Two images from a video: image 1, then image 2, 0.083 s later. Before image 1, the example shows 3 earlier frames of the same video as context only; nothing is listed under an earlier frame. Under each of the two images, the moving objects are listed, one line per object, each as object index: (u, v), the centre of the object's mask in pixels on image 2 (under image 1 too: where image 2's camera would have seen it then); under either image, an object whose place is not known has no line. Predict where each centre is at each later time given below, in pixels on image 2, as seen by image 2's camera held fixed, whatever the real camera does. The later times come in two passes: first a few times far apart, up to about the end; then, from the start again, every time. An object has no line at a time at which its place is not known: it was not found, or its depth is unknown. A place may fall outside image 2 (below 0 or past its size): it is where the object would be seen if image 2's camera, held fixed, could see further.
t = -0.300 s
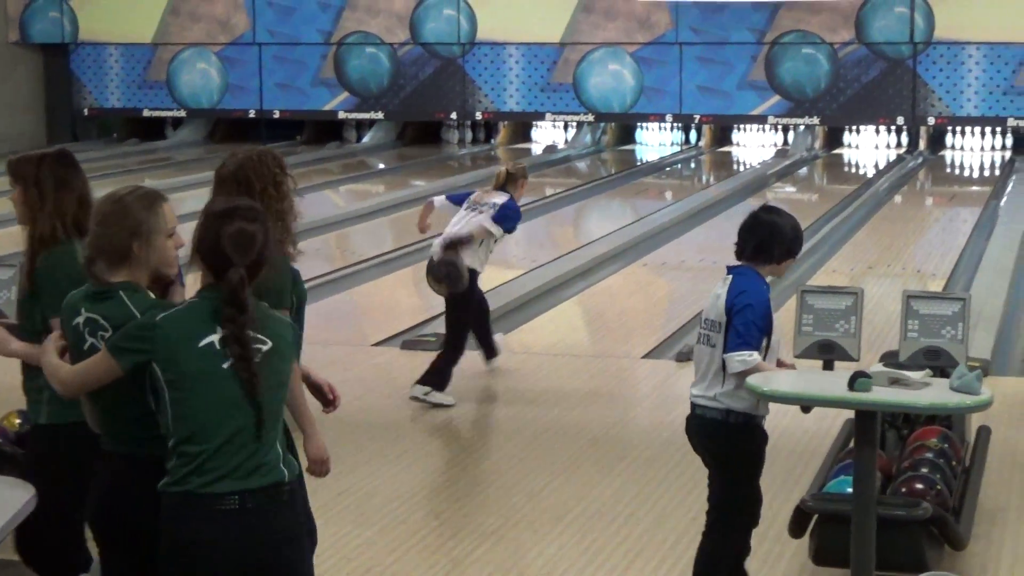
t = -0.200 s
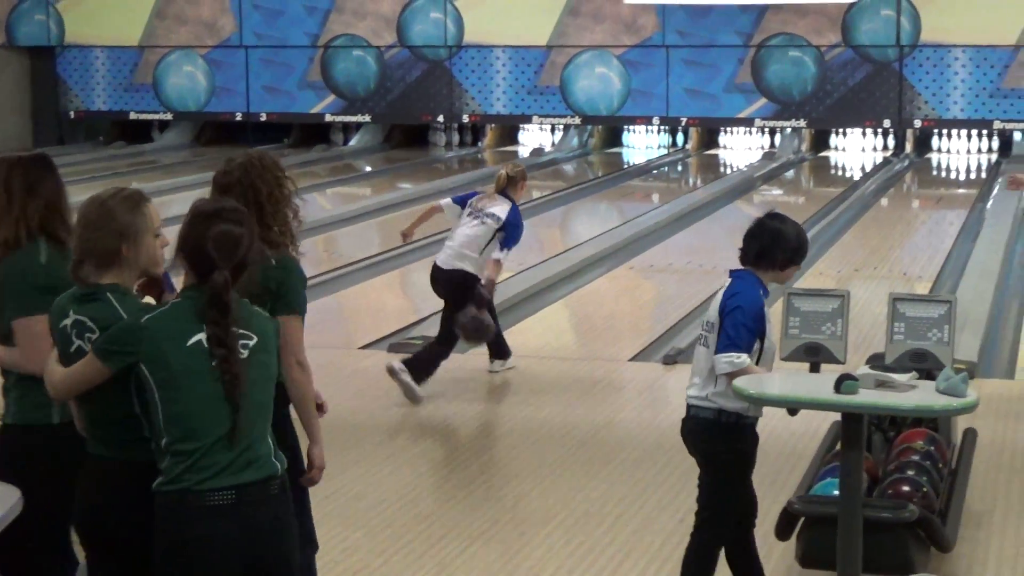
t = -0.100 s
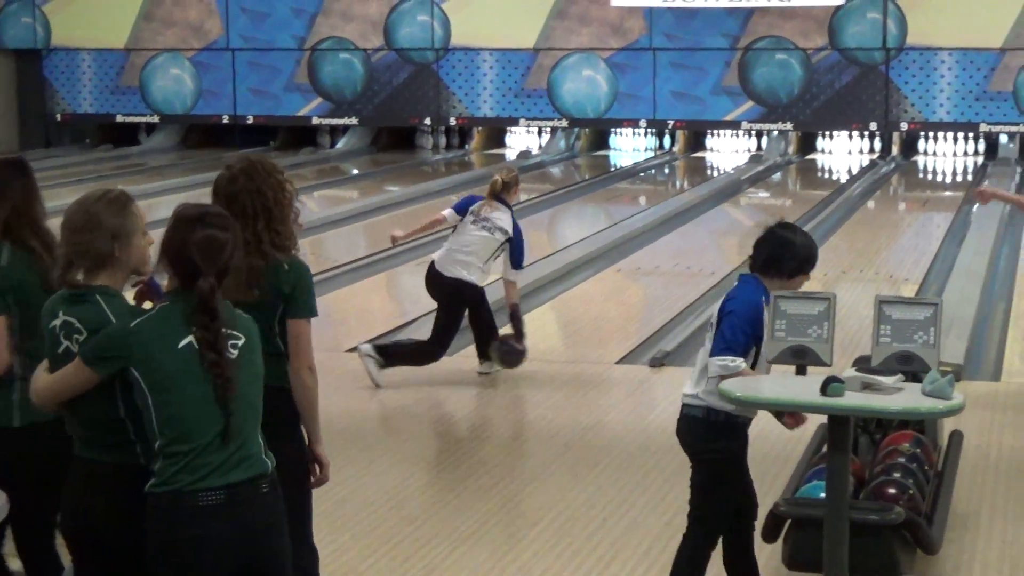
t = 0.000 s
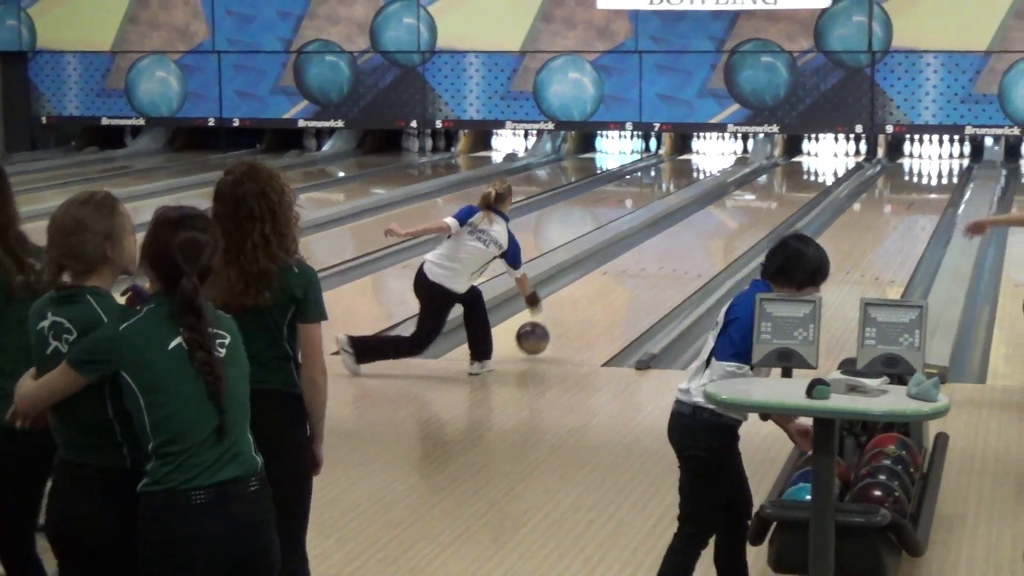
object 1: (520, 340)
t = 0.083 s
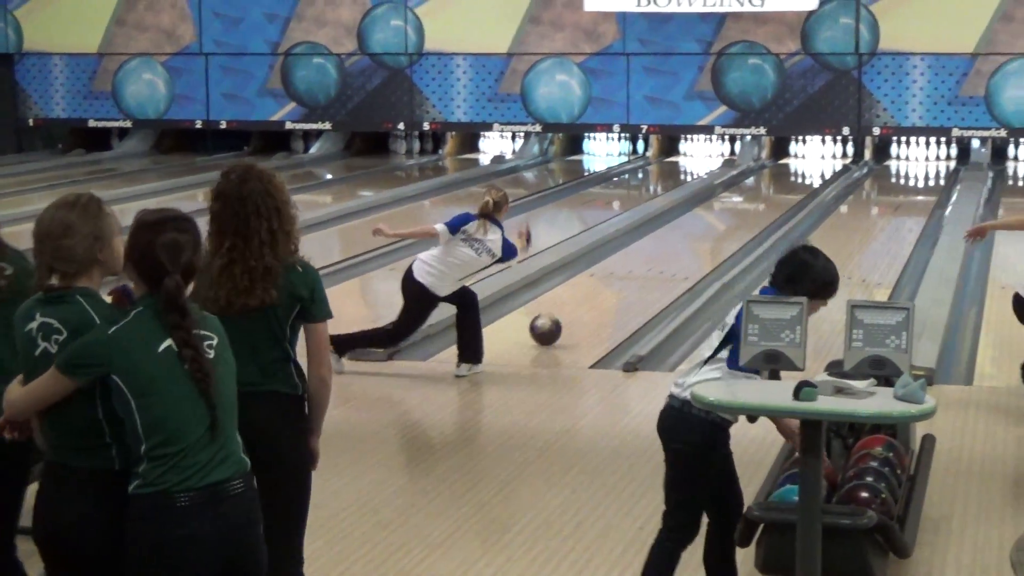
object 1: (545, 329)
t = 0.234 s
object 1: (585, 308)
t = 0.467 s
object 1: (636, 278)
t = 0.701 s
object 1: (676, 254)
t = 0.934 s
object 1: (710, 235)
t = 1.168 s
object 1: (737, 218)
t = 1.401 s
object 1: (760, 205)
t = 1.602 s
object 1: (777, 194)
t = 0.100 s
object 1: (550, 328)
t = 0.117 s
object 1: (555, 326)
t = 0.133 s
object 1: (559, 323)
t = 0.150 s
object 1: (564, 320)
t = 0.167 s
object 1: (568, 318)
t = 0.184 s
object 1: (573, 315)
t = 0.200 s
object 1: (577, 313)
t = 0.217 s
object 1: (581, 310)
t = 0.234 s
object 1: (585, 308)
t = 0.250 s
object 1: (589, 306)
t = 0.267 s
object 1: (593, 303)
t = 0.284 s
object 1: (597, 301)
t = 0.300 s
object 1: (601, 299)
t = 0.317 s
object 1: (605, 296)
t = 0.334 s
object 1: (609, 294)
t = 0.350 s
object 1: (612, 292)
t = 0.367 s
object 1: (616, 290)
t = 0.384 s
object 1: (619, 288)
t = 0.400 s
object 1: (622, 286)
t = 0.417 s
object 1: (626, 284)
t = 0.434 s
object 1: (629, 282)
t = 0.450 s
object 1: (632, 280)
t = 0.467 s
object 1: (636, 278)
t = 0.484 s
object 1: (639, 276)
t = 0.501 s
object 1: (642, 274)
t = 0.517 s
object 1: (645, 272)
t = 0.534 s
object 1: (648, 270)
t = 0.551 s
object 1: (651, 269)
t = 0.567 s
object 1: (654, 267)
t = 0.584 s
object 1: (657, 265)
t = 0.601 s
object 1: (660, 263)
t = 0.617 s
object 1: (663, 262)
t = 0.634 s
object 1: (666, 260)
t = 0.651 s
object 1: (668, 259)
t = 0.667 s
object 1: (671, 257)
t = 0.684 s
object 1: (674, 256)
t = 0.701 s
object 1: (676, 254)
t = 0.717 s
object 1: (679, 252)
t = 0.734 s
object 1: (682, 251)
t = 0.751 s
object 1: (684, 250)
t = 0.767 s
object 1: (686, 249)
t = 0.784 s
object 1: (689, 247)
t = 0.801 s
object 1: (691, 245)
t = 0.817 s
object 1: (694, 244)
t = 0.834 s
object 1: (696, 243)
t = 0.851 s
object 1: (699, 241)
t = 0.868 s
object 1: (700, 240)
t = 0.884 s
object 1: (703, 239)
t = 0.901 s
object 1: (705, 237)
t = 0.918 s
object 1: (708, 236)
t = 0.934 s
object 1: (710, 235)
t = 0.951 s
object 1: (712, 233)
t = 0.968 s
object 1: (714, 232)
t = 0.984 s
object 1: (716, 231)
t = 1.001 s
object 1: (717, 230)
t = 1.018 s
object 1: (720, 229)
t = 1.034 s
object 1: (722, 228)
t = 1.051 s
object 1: (724, 226)
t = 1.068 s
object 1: (726, 225)
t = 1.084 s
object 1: (728, 224)
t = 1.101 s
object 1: (730, 223)
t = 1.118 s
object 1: (732, 222)
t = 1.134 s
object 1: (733, 221)
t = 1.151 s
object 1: (735, 219)
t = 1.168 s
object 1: (737, 218)
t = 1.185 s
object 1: (739, 218)
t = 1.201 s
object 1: (741, 216)
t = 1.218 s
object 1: (743, 215)
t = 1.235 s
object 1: (744, 214)
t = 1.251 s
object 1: (746, 213)
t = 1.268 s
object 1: (747, 212)
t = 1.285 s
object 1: (750, 212)
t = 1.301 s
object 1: (751, 211)
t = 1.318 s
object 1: (753, 209)
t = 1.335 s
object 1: (754, 208)
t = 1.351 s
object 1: (756, 208)
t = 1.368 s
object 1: (757, 207)
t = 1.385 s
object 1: (759, 206)
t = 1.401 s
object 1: (760, 205)
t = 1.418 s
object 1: (762, 204)
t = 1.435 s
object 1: (763, 202)
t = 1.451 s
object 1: (765, 202)
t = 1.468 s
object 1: (766, 201)
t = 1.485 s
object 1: (768, 200)
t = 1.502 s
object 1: (769, 199)
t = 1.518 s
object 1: (770, 198)
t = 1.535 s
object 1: (771, 198)
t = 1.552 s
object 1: (772, 197)
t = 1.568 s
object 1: (775, 196)
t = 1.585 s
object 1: (776, 195)
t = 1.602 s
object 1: (777, 194)
